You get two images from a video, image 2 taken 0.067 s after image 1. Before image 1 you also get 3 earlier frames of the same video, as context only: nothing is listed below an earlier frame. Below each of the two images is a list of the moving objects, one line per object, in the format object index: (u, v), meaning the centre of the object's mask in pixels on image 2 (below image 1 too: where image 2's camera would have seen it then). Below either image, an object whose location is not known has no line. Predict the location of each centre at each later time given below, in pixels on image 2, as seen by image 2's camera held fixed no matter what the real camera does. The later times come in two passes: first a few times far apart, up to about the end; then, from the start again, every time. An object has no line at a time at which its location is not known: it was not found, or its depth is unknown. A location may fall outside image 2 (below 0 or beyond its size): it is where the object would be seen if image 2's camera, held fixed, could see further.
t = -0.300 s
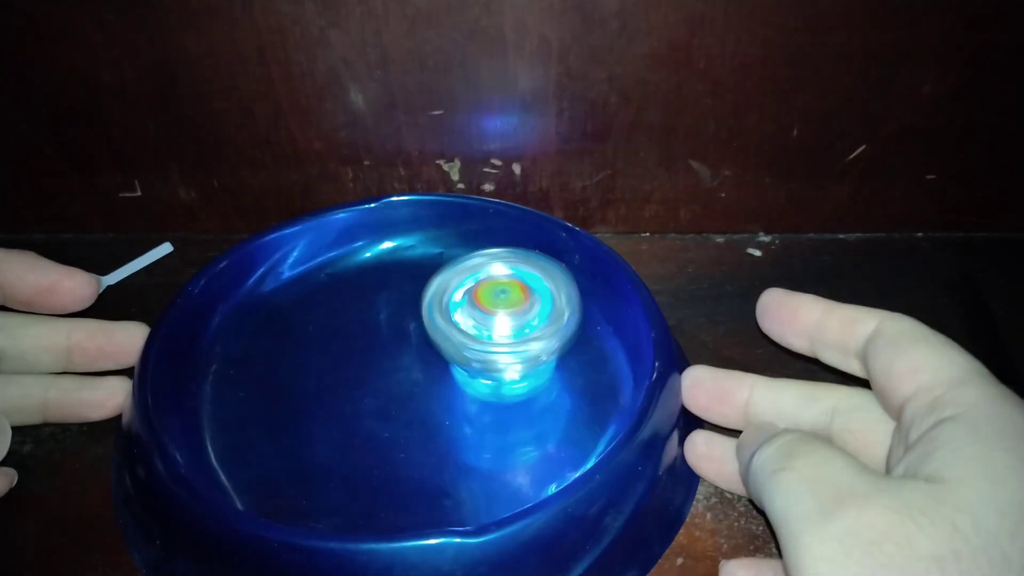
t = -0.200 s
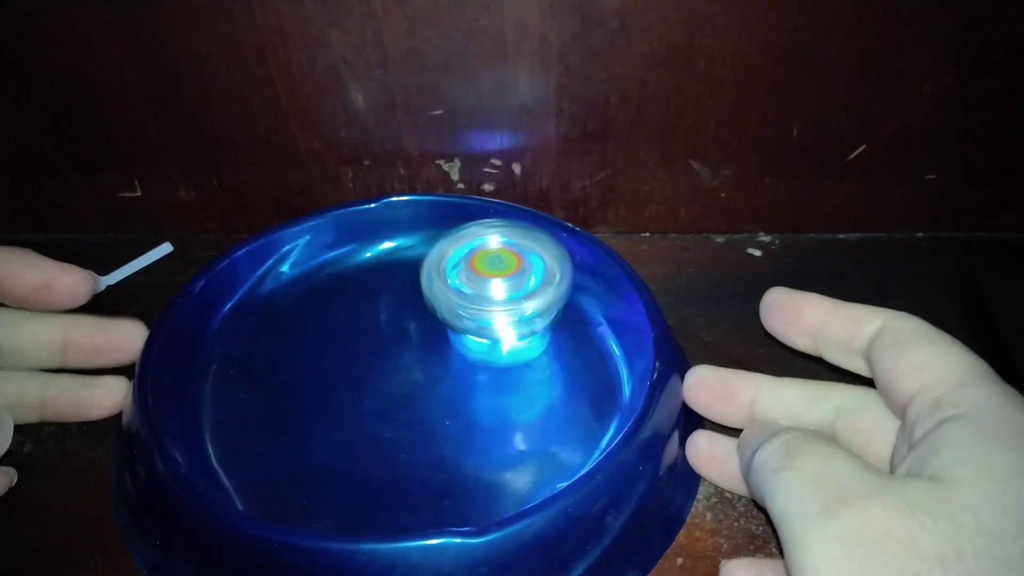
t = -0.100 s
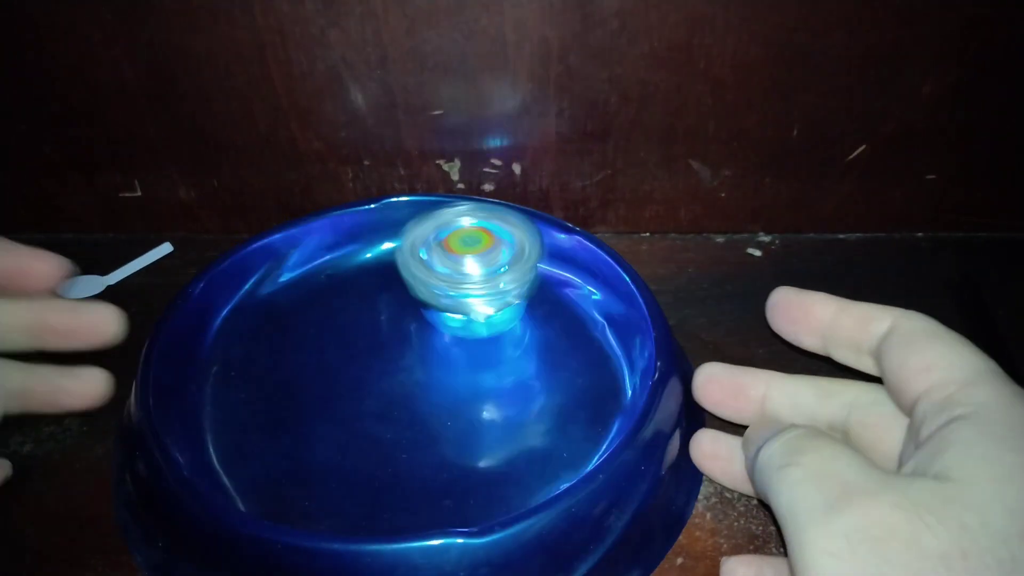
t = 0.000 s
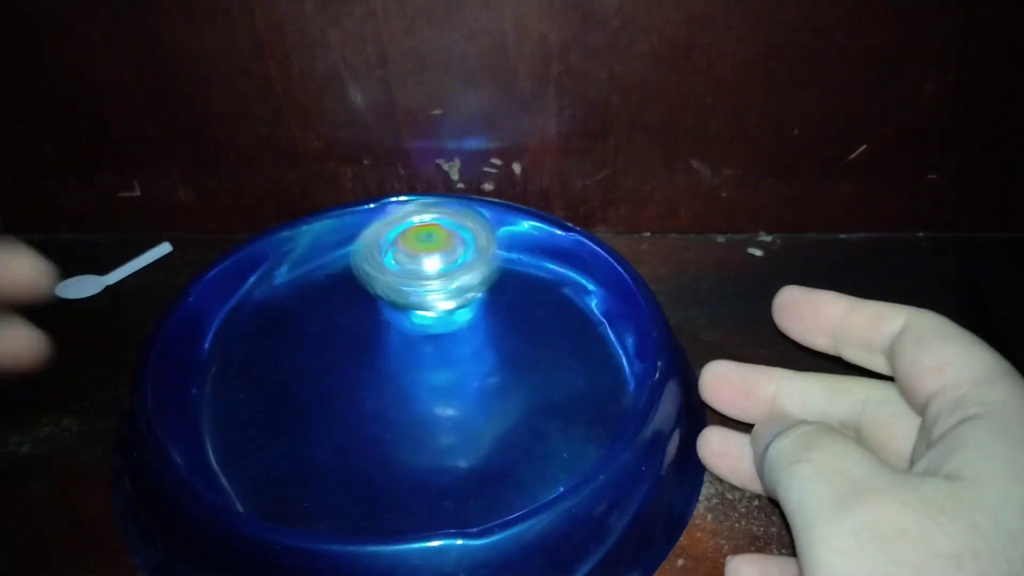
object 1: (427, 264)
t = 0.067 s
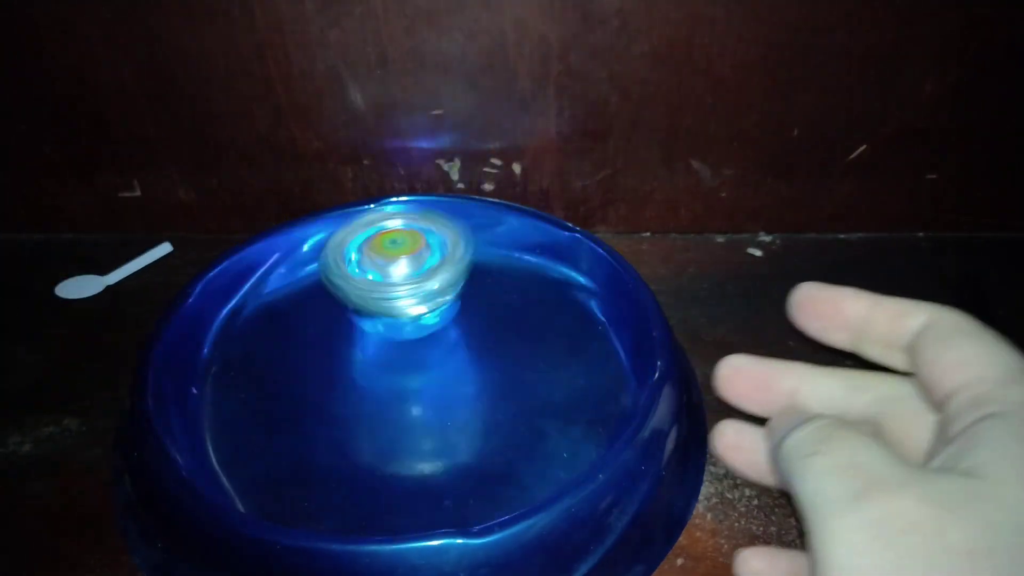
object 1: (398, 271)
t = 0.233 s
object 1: (335, 308)
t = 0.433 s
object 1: (332, 383)
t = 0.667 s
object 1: (452, 407)
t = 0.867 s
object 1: (503, 345)
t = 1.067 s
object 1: (438, 294)
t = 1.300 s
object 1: (326, 300)
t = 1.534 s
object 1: (298, 364)
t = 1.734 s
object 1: (396, 391)
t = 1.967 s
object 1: (499, 342)
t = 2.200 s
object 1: (479, 280)
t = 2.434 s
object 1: (379, 287)
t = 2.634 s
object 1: (323, 340)
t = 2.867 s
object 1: (359, 407)
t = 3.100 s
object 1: (466, 381)
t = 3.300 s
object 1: (480, 319)
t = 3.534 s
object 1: (412, 279)
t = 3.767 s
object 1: (332, 300)
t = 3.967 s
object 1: (330, 356)
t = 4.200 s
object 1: (414, 391)
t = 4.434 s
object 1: (495, 352)
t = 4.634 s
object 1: (468, 307)
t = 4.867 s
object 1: (376, 302)
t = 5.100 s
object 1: (321, 341)
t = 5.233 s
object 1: (330, 373)
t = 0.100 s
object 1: (383, 276)
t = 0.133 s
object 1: (369, 280)
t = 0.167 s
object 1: (356, 288)
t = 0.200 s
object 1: (345, 297)
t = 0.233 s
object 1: (335, 308)
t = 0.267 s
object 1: (329, 320)
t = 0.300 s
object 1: (325, 332)
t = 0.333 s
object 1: (324, 344)
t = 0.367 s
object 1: (323, 358)
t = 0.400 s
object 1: (325, 370)
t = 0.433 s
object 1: (332, 383)
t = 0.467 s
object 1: (343, 393)
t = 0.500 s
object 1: (358, 402)
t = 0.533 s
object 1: (374, 408)
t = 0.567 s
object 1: (393, 412)
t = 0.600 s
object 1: (412, 413)
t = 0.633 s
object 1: (433, 412)
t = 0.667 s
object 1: (452, 407)
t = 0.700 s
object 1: (469, 400)
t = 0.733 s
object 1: (483, 390)
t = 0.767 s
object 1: (495, 381)
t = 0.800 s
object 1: (502, 369)
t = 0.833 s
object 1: (505, 358)
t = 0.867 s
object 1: (503, 345)
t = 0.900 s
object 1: (497, 333)
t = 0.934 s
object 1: (488, 323)
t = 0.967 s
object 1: (478, 314)
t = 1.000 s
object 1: (466, 306)
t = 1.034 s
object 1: (453, 299)
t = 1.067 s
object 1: (438, 294)
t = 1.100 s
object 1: (421, 291)
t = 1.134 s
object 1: (404, 289)
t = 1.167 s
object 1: (387, 289)
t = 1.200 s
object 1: (371, 290)
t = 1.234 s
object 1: (354, 292)
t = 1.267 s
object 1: (340, 295)
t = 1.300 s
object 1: (326, 300)
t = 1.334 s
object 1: (315, 307)
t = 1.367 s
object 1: (306, 314)
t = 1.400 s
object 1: (299, 323)
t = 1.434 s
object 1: (295, 333)
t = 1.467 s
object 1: (294, 343)
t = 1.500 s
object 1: (295, 353)
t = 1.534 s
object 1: (298, 364)
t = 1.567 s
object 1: (307, 374)
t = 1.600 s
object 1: (320, 382)
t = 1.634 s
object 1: (335, 387)
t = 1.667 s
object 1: (354, 391)
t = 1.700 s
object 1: (375, 392)
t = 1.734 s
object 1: (396, 391)
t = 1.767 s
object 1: (417, 389)
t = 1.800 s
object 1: (435, 385)
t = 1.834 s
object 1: (453, 381)
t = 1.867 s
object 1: (470, 371)
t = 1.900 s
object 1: (483, 360)
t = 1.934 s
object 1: (493, 351)
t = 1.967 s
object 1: (499, 342)
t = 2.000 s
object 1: (504, 331)
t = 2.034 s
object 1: (505, 321)
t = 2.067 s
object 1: (502, 311)
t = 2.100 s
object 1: (498, 303)
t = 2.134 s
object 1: (495, 295)
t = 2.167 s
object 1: (489, 286)
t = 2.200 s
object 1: (479, 280)
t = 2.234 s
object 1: (467, 277)
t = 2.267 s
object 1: (455, 275)
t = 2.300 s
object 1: (440, 275)
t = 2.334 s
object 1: (424, 275)
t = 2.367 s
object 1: (409, 278)
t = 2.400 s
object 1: (395, 281)
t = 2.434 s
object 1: (379, 287)
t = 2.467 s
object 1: (365, 294)
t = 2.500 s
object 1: (353, 302)
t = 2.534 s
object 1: (343, 310)
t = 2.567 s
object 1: (335, 320)
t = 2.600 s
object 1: (329, 330)
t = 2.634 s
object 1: (323, 340)
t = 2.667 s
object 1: (319, 351)
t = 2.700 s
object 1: (318, 363)
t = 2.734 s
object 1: (320, 374)
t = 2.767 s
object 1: (324, 383)
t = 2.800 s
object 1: (333, 393)
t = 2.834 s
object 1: (345, 400)
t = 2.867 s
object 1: (359, 407)
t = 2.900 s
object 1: (373, 409)
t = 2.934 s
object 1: (392, 410)
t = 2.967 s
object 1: (408, 409)
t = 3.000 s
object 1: (424, 406)
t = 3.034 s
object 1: (441, 399)
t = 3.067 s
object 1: (454, 391)
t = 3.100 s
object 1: (466, 381)
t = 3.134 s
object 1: (475, 374)
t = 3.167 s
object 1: (483, 362)
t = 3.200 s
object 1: (485, 349)
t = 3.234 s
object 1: (486, 340)
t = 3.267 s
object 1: (485, 330)
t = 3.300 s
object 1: (480, 319)
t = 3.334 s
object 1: (474, 311)
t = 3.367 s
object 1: (467, 303)
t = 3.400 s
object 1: (458, 295)
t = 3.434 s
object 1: (448, 289)
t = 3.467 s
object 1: (437, 286)
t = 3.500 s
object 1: (425, 282)
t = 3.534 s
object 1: (412, 279)
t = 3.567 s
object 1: (399, 278)
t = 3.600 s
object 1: (386, 278)
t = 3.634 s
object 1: (372, 279)
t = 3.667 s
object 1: (360, 282)
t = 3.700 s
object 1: (348, 287)
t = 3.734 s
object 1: (339, 293)
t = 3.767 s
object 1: (332, 300)
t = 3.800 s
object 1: (325, 307)
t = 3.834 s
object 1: (322, 317)
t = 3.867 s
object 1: (321, 327)
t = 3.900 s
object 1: (320, 335)
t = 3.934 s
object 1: (324, 346)
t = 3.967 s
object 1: (330, 356)
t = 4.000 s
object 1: (335, 364)
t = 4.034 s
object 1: (346, 373)
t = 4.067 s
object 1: (357, 381)
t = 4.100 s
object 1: (368, 385)
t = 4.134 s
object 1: (385, 389)
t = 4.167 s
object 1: (400, 392)
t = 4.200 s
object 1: (414, 391)
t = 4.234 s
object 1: (432, 389)
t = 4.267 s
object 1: (446, 387)
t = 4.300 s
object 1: (459, 382)
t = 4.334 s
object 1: (474, 375)
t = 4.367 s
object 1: (482, 368)
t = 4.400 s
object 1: (490, 362)
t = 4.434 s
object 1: (495, 352)
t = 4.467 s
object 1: (495, 344)
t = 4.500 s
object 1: (494, 336)
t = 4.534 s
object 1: (491, 326)
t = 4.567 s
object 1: (484, 320)
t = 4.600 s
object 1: (477, 314)
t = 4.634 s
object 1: (468, 307)
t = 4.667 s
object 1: (456, 303)
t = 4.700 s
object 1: (444, 300)
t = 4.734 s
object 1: (430, 298)
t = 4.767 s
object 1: (417, 298)
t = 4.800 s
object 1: (403, 298)
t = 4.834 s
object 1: (390, 299)
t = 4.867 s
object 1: (376, 302)
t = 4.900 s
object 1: (364, 306)
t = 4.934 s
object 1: (354, 310)
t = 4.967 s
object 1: (344, 314)
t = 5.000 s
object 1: (336, 320)
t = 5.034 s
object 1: (329, 326)
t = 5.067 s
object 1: (323, 333)
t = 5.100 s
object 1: (321, 341)
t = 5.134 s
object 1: (318, 349)
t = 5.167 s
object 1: (319, 358)
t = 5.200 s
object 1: (324, 367)
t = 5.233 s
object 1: (330, 373)
